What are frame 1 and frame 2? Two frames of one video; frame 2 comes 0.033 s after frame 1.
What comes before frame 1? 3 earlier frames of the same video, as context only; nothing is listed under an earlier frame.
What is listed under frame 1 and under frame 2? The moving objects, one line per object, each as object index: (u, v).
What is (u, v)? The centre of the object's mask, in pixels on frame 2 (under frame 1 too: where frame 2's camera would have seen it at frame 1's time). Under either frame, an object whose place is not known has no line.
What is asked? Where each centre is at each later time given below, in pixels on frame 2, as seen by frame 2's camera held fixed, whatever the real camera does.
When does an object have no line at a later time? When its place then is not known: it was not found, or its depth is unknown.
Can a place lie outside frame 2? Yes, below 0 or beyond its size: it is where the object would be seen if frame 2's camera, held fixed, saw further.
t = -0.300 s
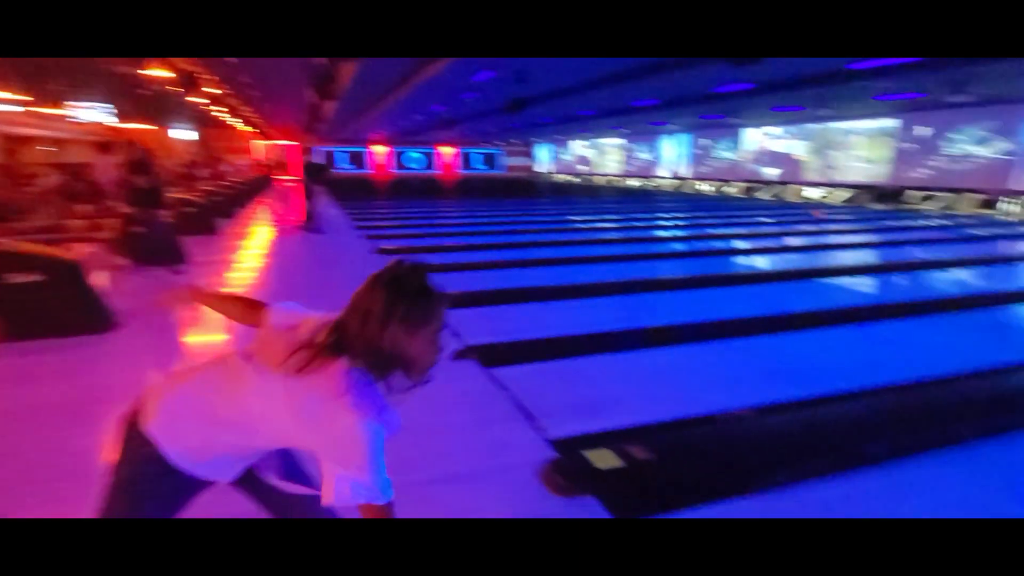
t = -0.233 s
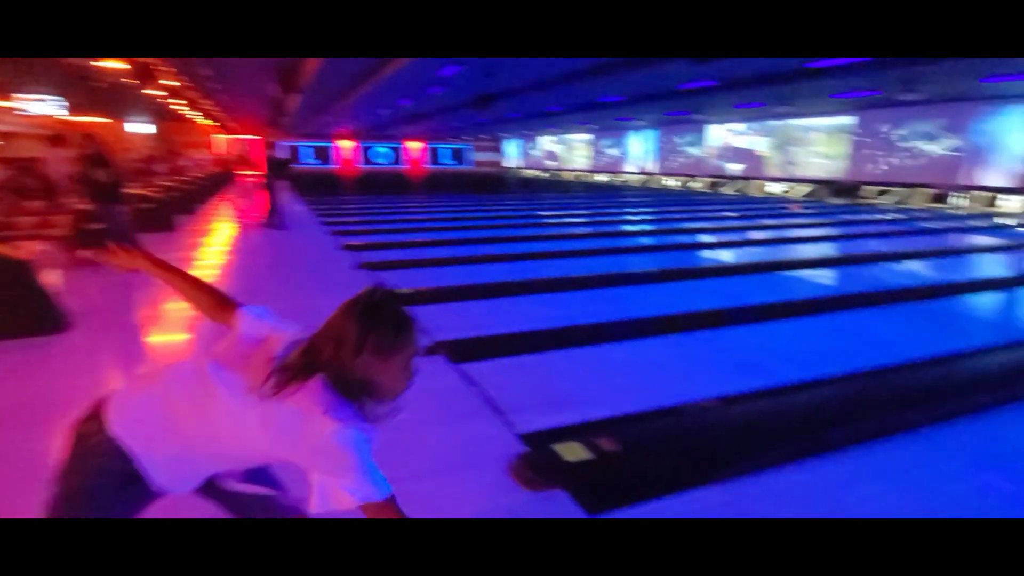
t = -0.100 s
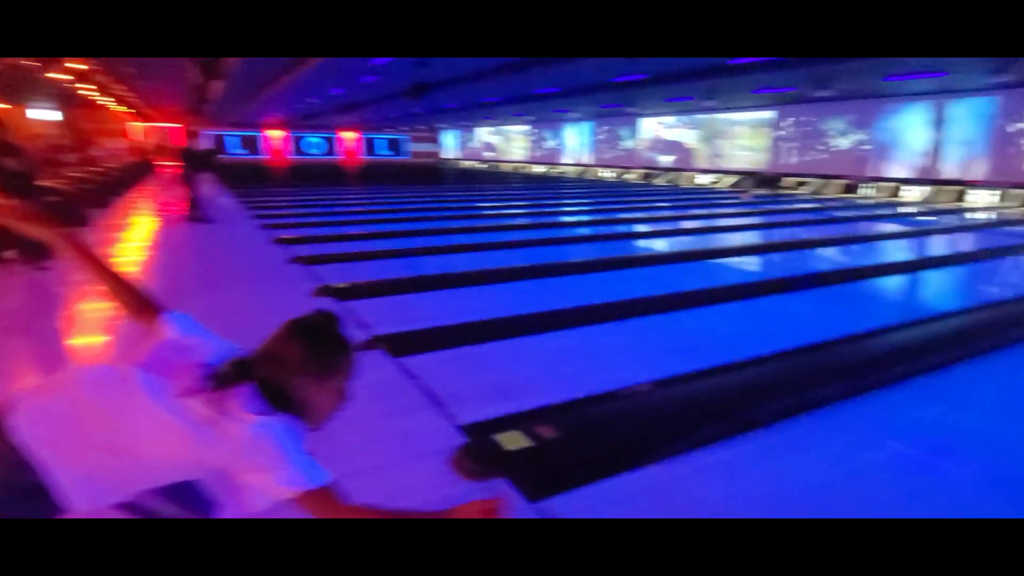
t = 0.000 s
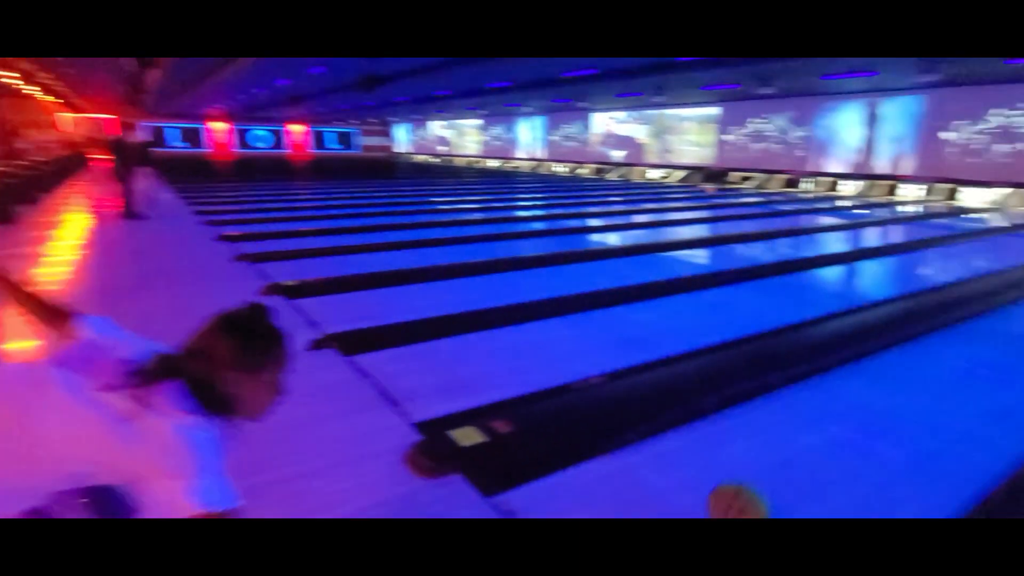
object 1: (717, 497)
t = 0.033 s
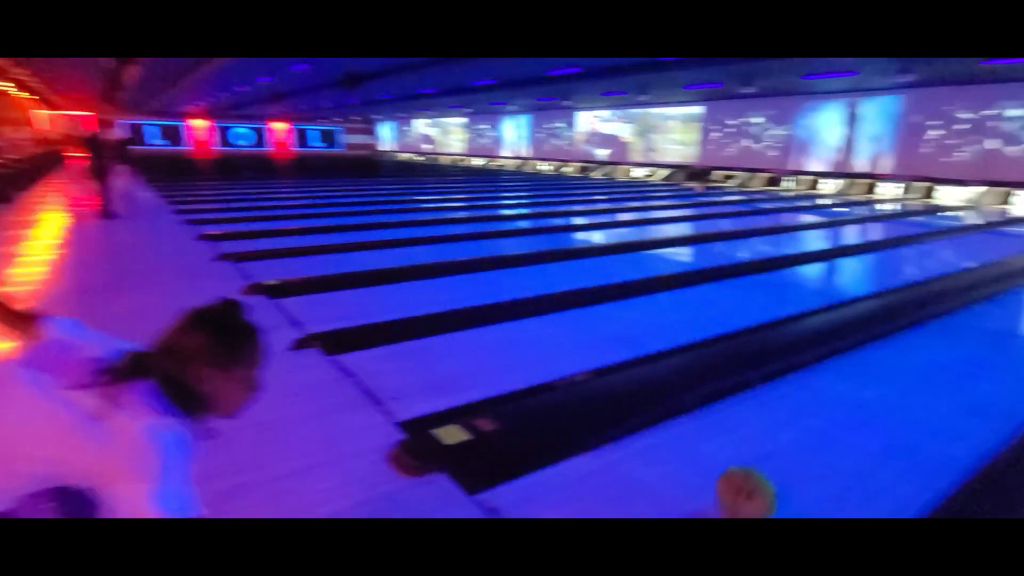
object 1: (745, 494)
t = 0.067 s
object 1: (768, 490)
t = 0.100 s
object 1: (791, 479)
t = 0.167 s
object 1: (832, 456)
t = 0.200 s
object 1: (851, 446)
